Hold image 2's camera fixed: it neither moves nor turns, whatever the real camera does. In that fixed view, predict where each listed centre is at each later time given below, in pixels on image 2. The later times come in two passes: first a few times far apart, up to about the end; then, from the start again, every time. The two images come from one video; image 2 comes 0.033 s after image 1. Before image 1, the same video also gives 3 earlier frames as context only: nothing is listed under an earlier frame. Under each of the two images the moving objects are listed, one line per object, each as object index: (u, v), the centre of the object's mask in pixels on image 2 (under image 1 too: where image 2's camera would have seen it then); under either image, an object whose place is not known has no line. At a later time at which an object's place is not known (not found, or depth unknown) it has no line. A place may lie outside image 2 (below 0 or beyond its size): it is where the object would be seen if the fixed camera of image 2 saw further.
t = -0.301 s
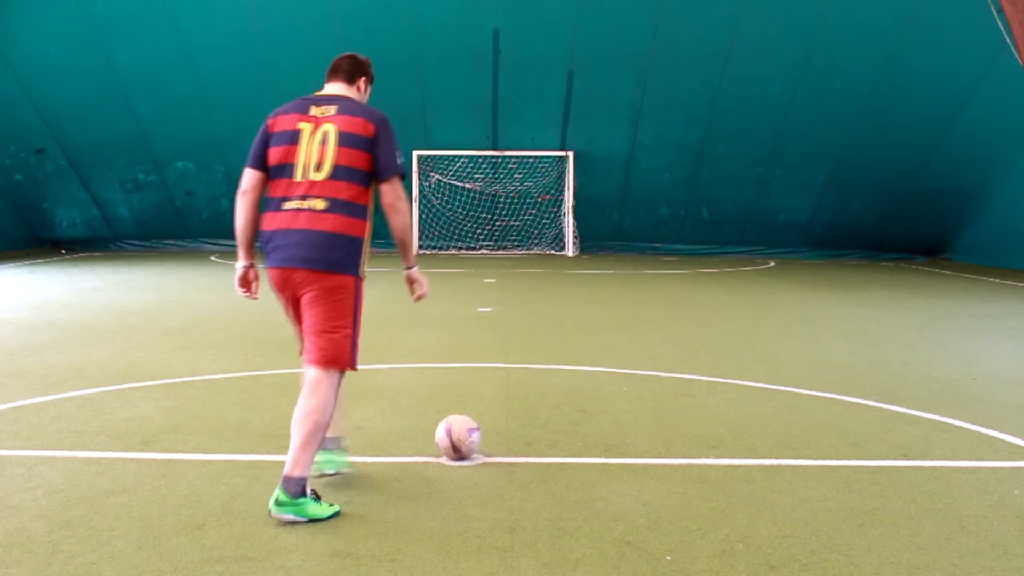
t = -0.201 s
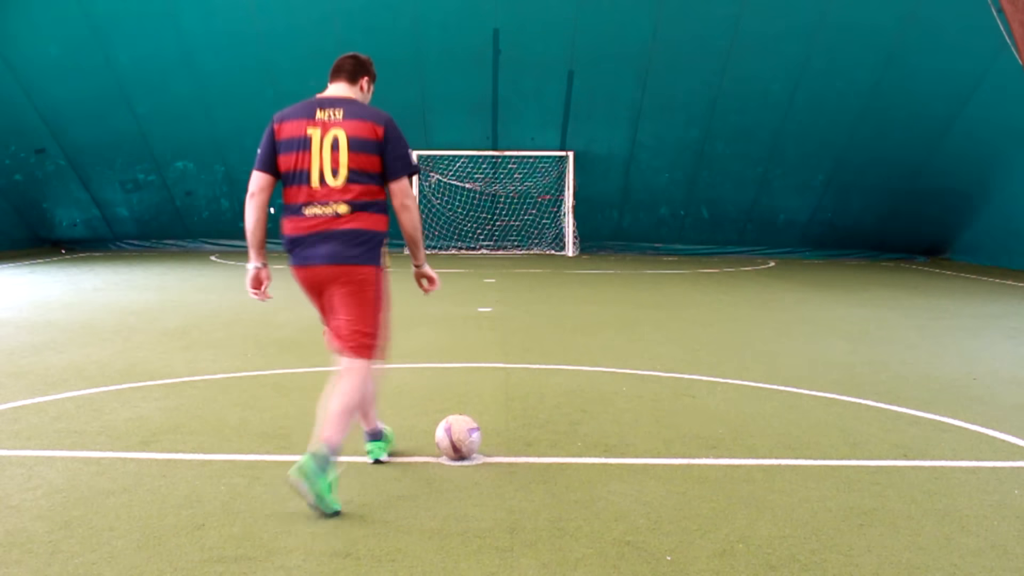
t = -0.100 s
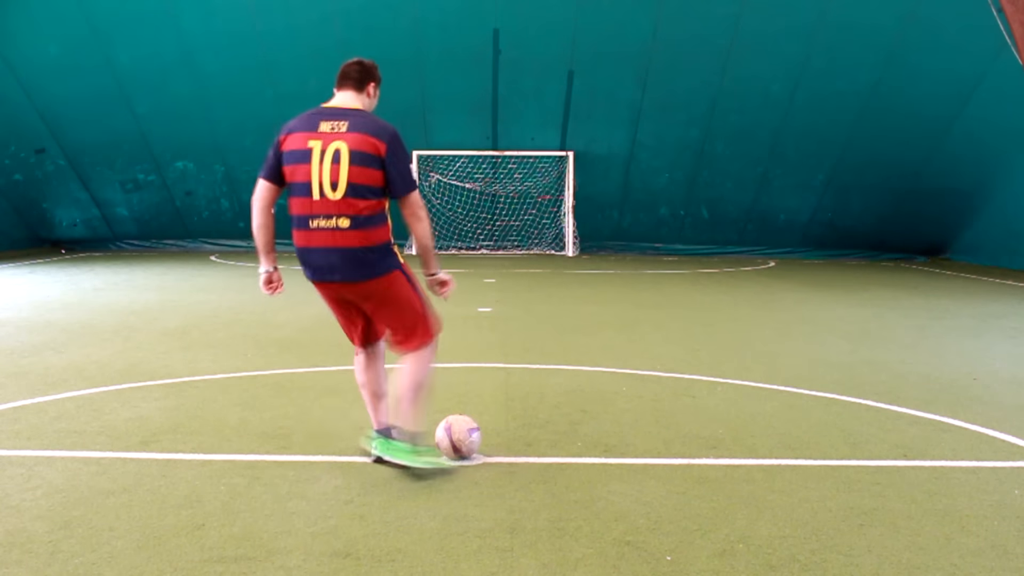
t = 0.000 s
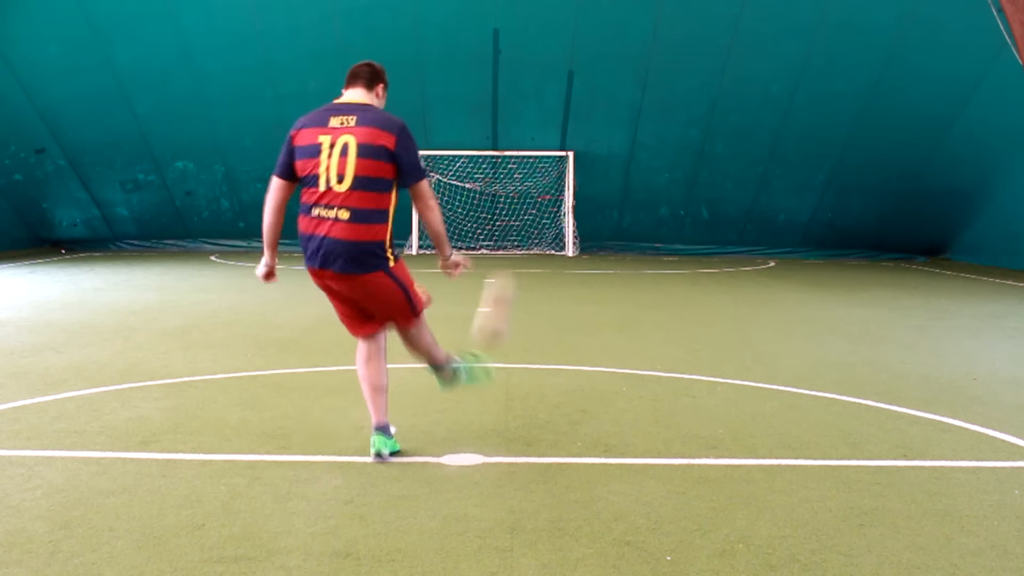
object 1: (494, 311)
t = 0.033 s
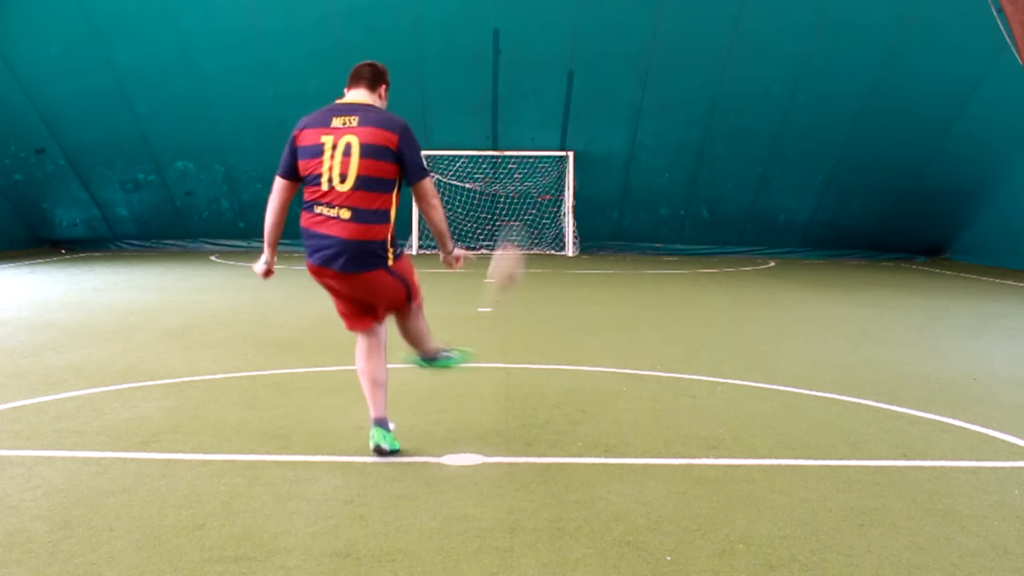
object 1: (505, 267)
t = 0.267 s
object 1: (550, 99)
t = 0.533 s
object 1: (557, 52)
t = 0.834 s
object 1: (546, 68)
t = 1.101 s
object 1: (529, 110)
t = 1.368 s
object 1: (529, 137)
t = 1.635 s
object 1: (534, 141)
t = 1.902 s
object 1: (538, 190)
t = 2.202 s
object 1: (544, 249)
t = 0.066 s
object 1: (517, 226)
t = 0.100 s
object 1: (525, 195)
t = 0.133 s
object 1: (532, 171)
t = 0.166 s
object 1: (539, 143)
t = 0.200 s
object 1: (544, 128)
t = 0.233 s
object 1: (548, 109)
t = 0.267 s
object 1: (550, 99)
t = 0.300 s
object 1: (553, 87)
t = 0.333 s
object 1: (554, 78)
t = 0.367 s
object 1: (556, 70)
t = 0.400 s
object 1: (557, 64)
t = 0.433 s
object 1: (557, 59)
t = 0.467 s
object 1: (557, 56)
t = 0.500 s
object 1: (557, 54)
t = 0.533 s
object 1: (557, 52)
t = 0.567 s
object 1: (556, 51)
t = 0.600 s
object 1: (556, 51)
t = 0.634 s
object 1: (554, 52)
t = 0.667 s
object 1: (553, 53)
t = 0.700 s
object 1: (552, 55)
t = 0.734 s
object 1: (550, 57)
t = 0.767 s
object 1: (549, 61)
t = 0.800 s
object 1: (547, 64)
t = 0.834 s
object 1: (546, 68)
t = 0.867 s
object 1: (544, 72)
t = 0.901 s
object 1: (542, 77)
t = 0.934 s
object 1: (540, 81)
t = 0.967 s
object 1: (538, 86)
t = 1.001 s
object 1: (536, 92)
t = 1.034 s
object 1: (534, 98)
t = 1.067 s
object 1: (532, 104)
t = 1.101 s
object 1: (529, 110)
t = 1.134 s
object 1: (527, 117)
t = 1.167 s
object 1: (526, 124)
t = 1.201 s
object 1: (526, 136)
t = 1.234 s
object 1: (527, 146)
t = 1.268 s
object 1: (528, 145)
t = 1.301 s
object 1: (528, 142)
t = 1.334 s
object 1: (529, 139)
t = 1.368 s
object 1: (529, 137)
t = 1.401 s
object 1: (530, 135)
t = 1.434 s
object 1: (531, 134)
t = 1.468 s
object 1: (531, 134)
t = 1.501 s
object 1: (532, 134)
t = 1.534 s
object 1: (532, 135)
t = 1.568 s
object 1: (533, 136)
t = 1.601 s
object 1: (533, 138)
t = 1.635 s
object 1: (534, 141)
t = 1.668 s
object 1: (535, 144)
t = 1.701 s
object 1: (535, 148)
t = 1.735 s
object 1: (536, 154)
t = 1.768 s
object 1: (536, 159)
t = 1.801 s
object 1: (537, 165)
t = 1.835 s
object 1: (538, 173)
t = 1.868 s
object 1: (538, 181)
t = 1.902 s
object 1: (538, 190)
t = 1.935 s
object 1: (539, 199)
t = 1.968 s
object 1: (539, 210)
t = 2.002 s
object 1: (540, 222)
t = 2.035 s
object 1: (541, 234)
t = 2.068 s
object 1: (541, 247)
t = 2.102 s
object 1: (541, 262)
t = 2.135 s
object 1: (543, 266)
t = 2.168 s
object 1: (543, 259)
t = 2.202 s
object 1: (544, 249)
